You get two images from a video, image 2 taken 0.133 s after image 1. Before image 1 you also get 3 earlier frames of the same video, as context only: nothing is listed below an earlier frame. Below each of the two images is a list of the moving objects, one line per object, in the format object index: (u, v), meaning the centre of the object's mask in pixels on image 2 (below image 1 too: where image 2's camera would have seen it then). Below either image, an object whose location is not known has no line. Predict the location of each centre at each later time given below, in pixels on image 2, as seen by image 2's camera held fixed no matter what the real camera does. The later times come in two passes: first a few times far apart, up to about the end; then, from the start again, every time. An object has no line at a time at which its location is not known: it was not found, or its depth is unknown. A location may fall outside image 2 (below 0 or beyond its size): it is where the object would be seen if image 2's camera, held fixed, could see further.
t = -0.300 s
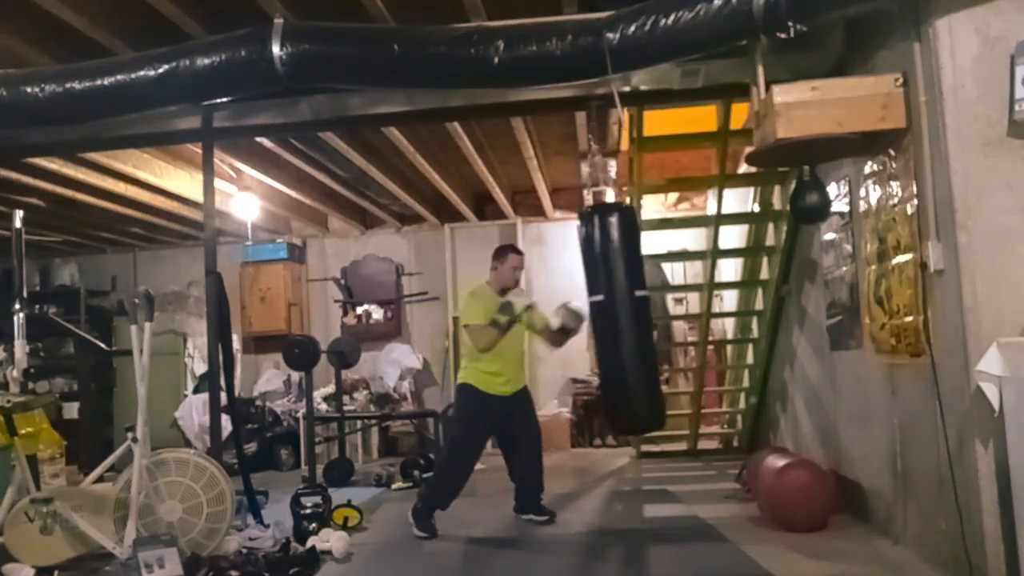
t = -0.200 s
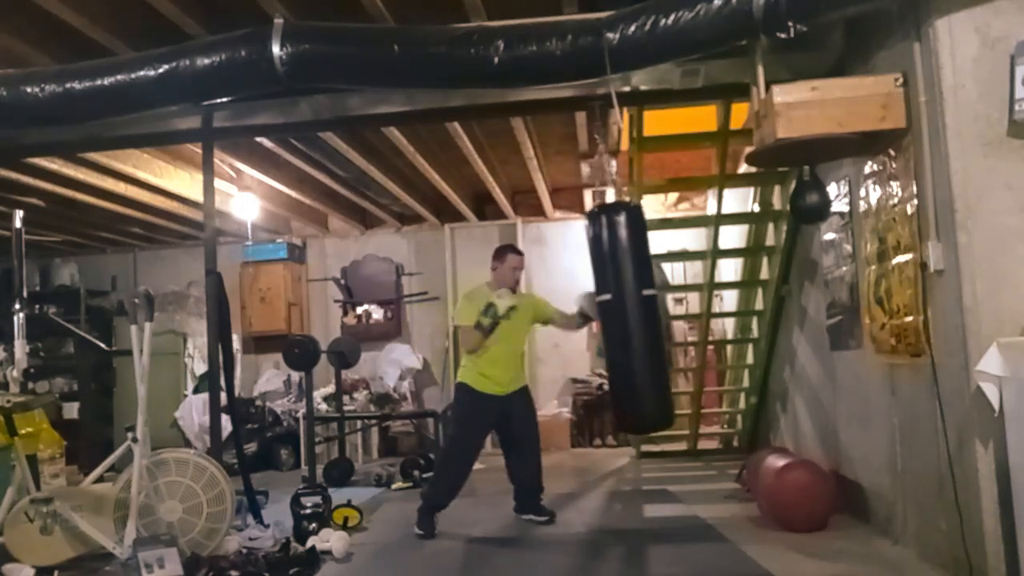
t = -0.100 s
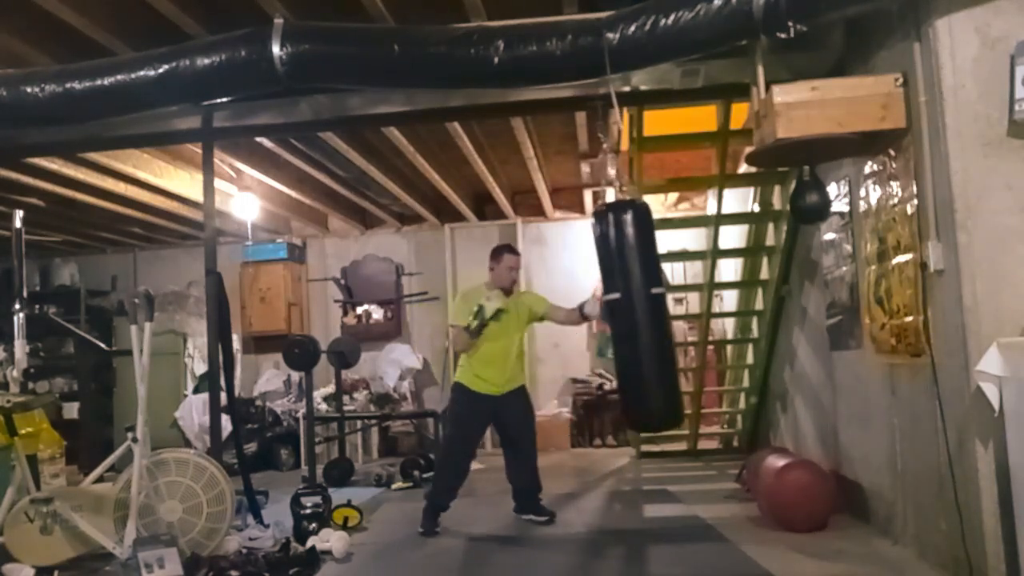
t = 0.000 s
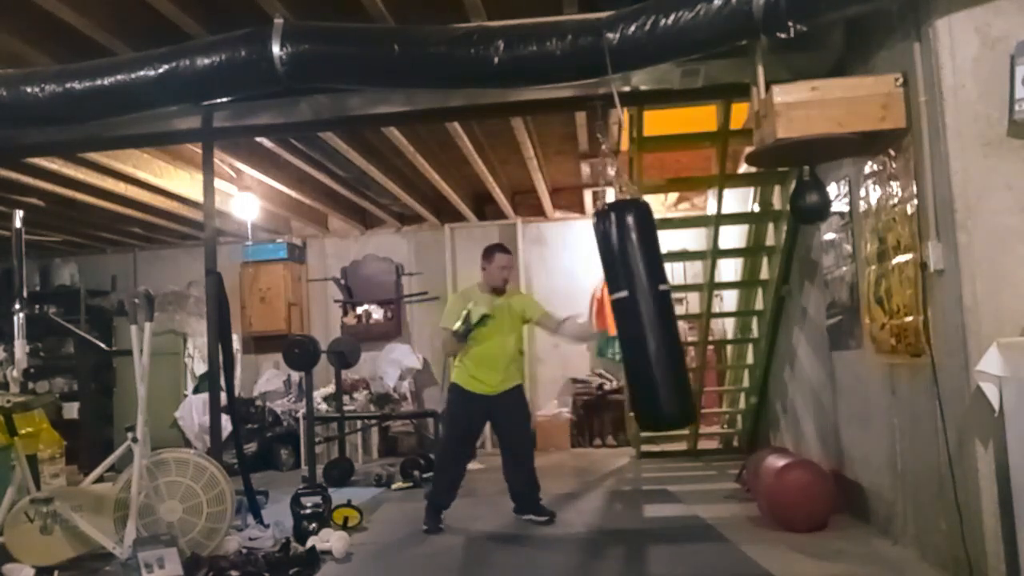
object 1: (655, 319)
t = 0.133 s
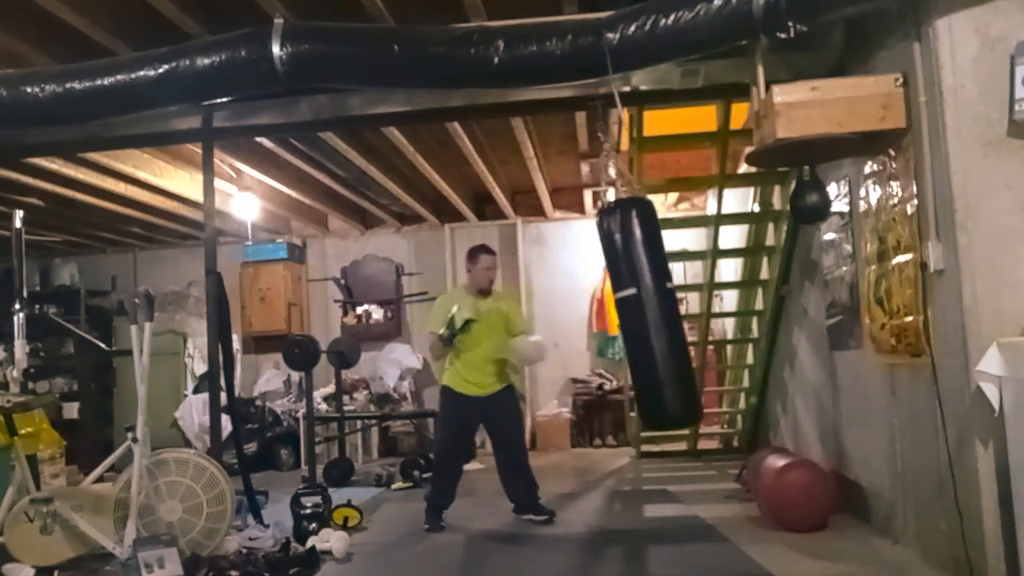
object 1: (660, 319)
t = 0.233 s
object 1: (659, 320)
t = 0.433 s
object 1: (650, 321)
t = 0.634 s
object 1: (630, 321)
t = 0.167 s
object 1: (660, 318)
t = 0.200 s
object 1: (660, 319)
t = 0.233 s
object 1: (659, 320)
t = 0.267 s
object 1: (658, 320)
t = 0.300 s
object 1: (657, 320)
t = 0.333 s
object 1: (656, 320)
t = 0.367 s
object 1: (654, 320)
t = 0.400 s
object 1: (652, 320)
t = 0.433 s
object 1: (650, 321)
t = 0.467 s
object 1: (647, 320)
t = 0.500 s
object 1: (644, 321)
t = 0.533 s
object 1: (641, 323)
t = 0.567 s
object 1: (637, 323)
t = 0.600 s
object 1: (634, 321)
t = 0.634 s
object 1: (630, 321)
